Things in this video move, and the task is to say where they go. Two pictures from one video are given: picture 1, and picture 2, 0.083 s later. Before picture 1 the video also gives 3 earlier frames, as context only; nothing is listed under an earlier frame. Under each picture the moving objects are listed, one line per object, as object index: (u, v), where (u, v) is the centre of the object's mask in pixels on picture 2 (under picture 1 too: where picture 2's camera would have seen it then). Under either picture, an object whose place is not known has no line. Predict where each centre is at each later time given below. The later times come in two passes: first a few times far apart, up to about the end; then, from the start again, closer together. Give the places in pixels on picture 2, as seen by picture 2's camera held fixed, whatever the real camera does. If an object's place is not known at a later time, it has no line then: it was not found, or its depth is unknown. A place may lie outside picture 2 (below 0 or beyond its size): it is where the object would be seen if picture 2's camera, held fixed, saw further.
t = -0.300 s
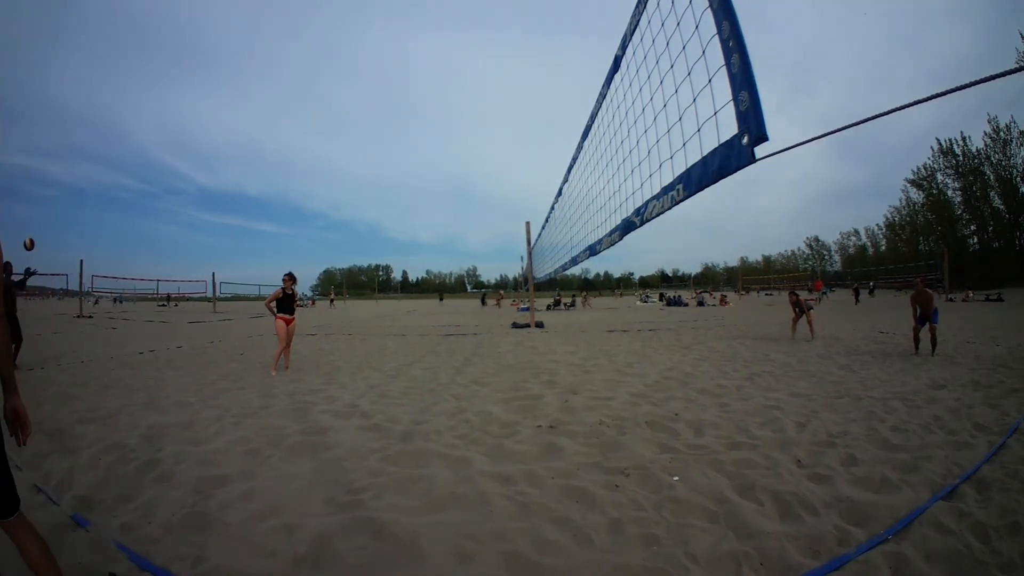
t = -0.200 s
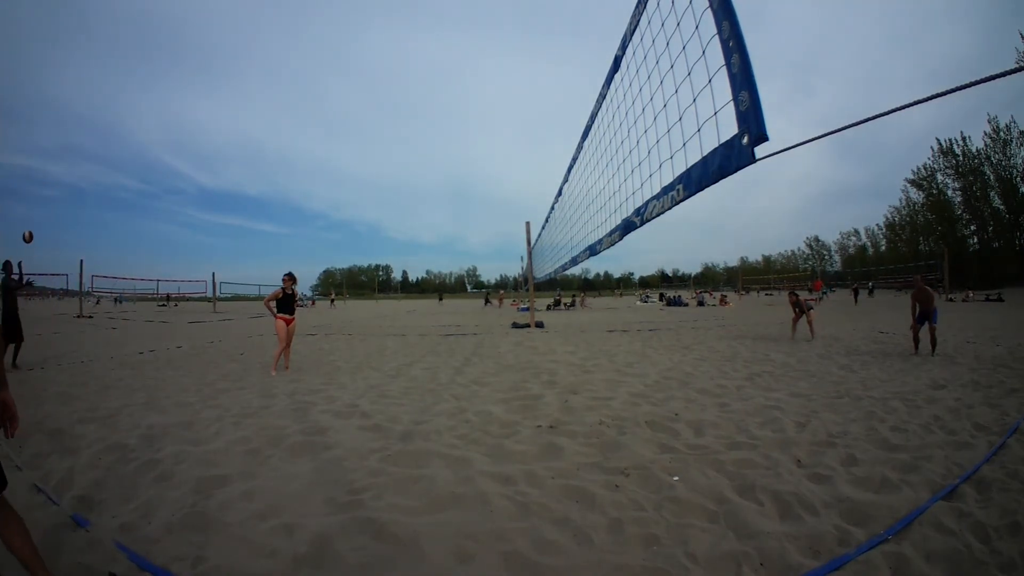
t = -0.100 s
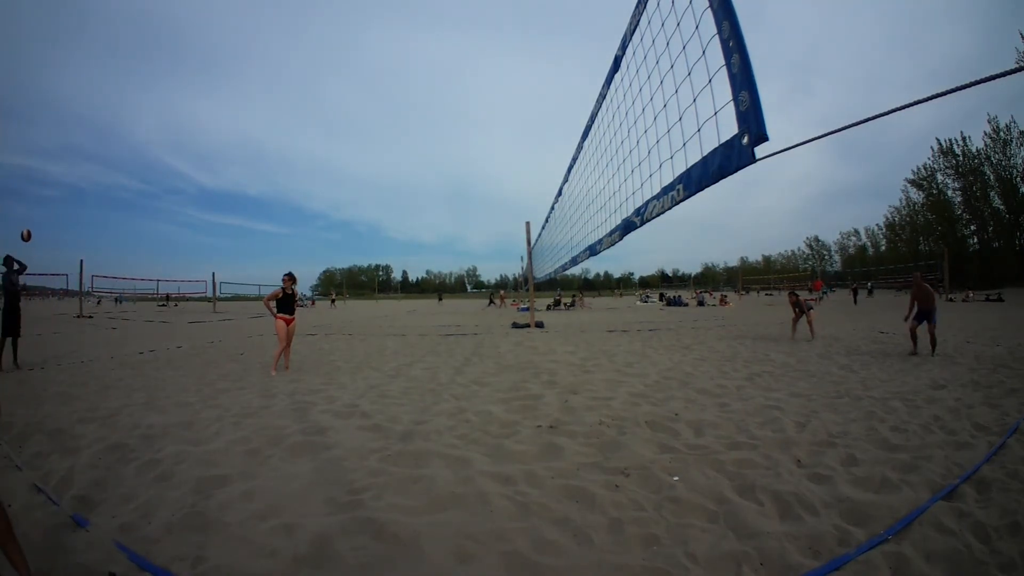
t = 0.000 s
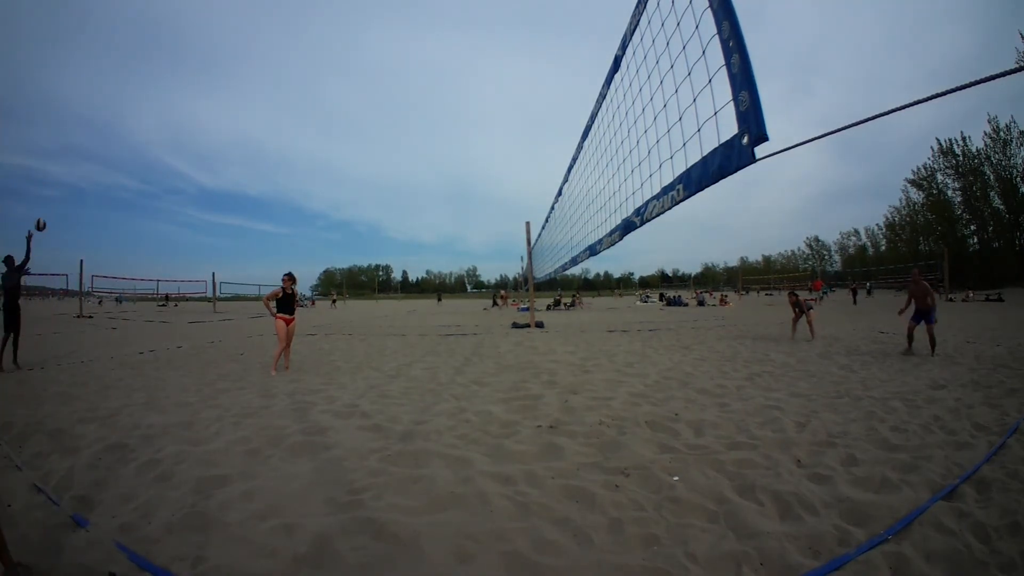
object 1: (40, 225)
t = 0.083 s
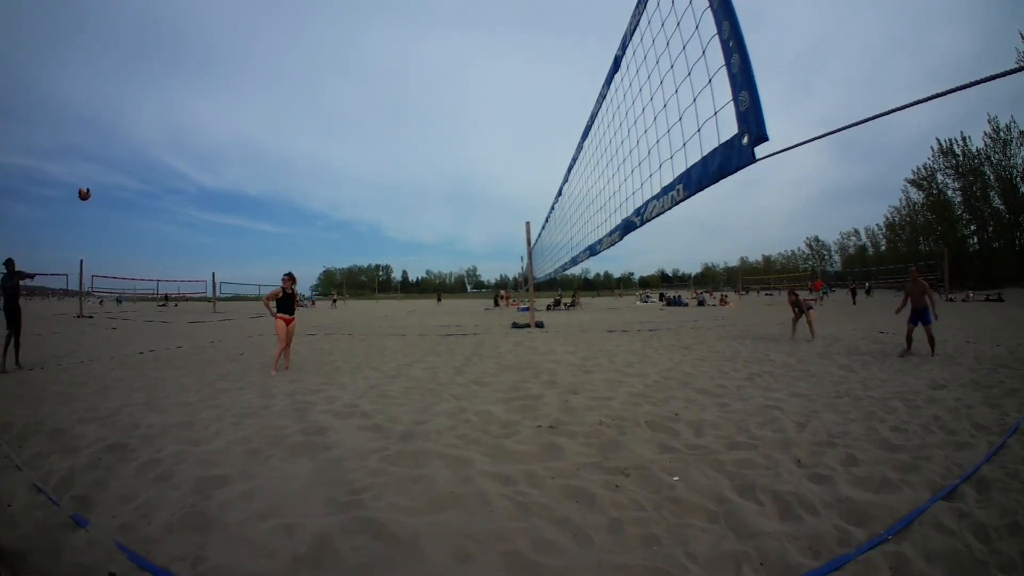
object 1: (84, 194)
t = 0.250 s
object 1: (196, 142)
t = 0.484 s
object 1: (386, 117)
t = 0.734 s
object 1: (560, 148)
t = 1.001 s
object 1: (684, 214)
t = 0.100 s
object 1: (94, 188)
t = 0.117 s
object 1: (104, 182)
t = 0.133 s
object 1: (114, 176)
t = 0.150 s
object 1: (125, 171)
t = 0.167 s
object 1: (136, 165)
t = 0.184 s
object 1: (148, 160)
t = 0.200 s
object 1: (159, 155)
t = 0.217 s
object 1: (171, 151)
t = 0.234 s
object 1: (184, 146)
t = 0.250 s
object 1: (196, 142)
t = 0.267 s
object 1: (209, 138)
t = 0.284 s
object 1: (222, 134)
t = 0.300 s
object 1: (235, 131)
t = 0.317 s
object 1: (249, 128)
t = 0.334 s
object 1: (263, 125)
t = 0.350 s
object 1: (276, 123)
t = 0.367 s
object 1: (290, 121)
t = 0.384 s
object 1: (304, 119)
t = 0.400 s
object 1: (318, 118)
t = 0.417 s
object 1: (331, 117)
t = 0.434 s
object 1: (345, 117)
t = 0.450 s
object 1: (359, 116)
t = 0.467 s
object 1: (372, 116)
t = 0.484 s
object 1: (386, 117)
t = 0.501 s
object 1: (399, 117)
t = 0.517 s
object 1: (412, 118)
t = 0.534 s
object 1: (425, 119)
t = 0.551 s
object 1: (438, 120)
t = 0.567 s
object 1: (450, 122)
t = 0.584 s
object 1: (462, 123)
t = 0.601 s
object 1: (474, 125)
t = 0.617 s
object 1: (486, 127)
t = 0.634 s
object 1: (497, 130)
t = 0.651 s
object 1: (508, 133)
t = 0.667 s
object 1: (519, 135)
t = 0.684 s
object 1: (530, 138)
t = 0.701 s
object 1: (540, 141)
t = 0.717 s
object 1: (550, 144)
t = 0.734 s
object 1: (560, 148)
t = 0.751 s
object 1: (570, 151)
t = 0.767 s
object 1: (579, 155)
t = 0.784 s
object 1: (588, 158)
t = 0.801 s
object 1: (597, 162)
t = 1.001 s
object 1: (684, 214)
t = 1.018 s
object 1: (690, 219)
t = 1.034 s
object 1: (696, 224)
